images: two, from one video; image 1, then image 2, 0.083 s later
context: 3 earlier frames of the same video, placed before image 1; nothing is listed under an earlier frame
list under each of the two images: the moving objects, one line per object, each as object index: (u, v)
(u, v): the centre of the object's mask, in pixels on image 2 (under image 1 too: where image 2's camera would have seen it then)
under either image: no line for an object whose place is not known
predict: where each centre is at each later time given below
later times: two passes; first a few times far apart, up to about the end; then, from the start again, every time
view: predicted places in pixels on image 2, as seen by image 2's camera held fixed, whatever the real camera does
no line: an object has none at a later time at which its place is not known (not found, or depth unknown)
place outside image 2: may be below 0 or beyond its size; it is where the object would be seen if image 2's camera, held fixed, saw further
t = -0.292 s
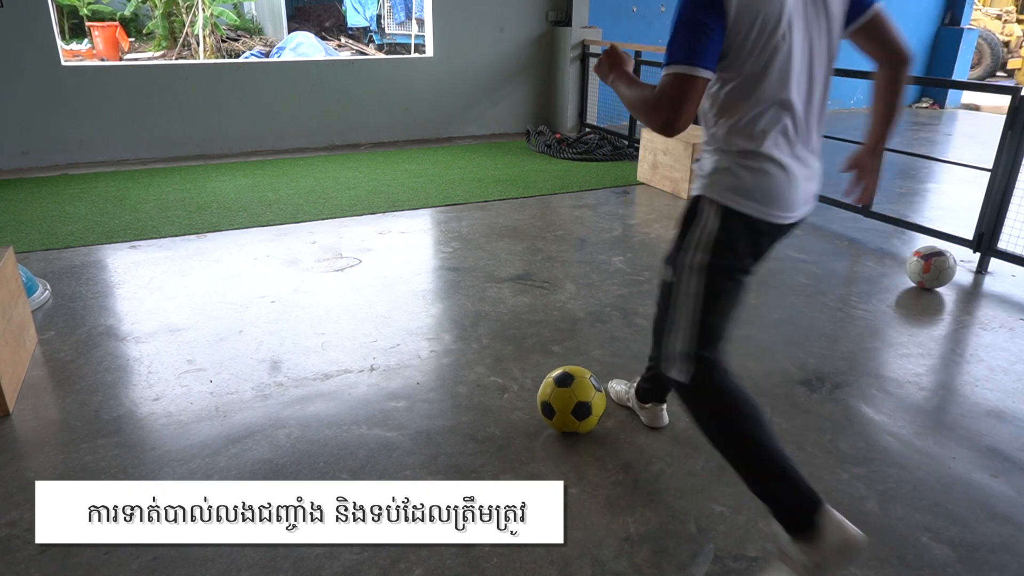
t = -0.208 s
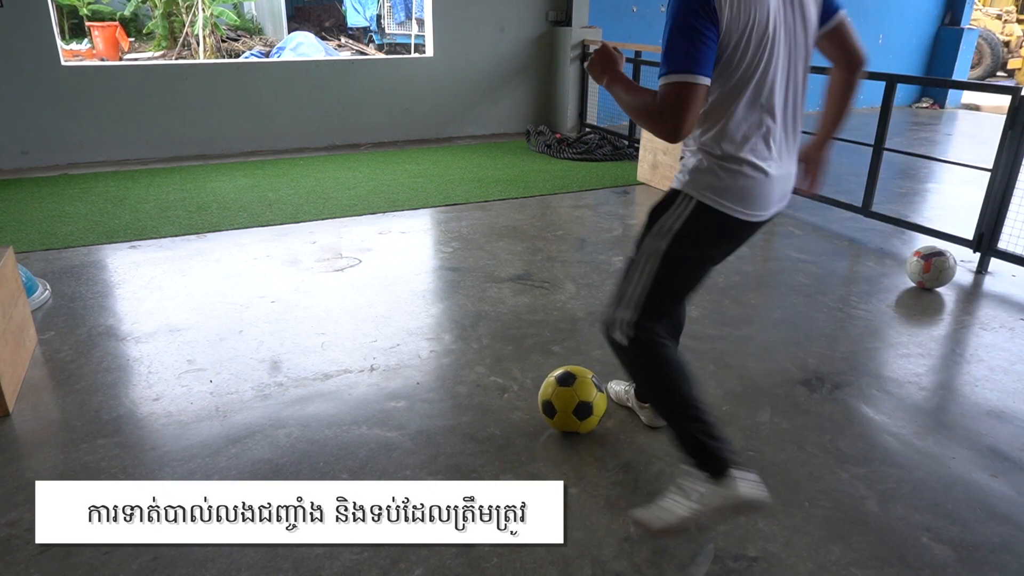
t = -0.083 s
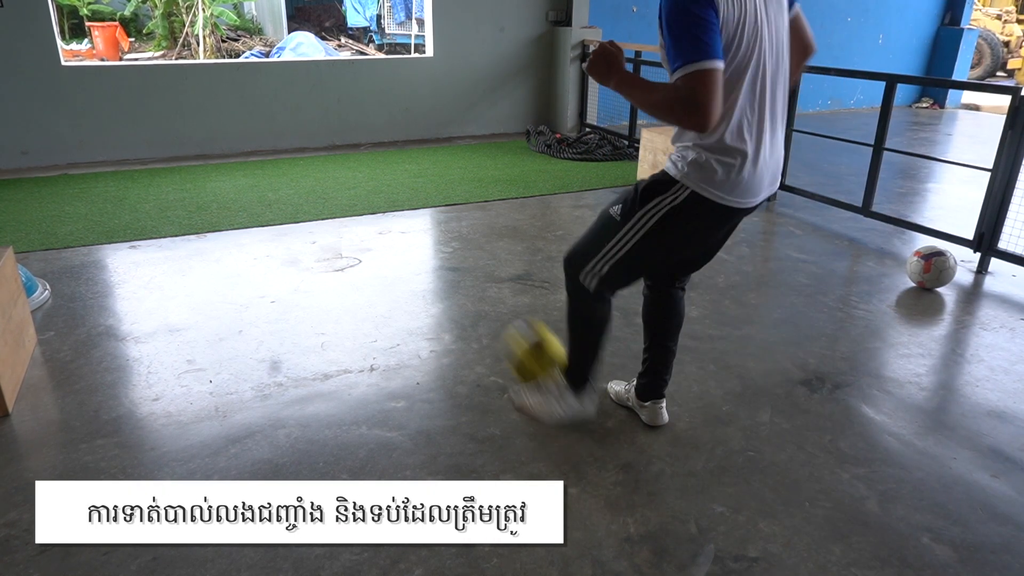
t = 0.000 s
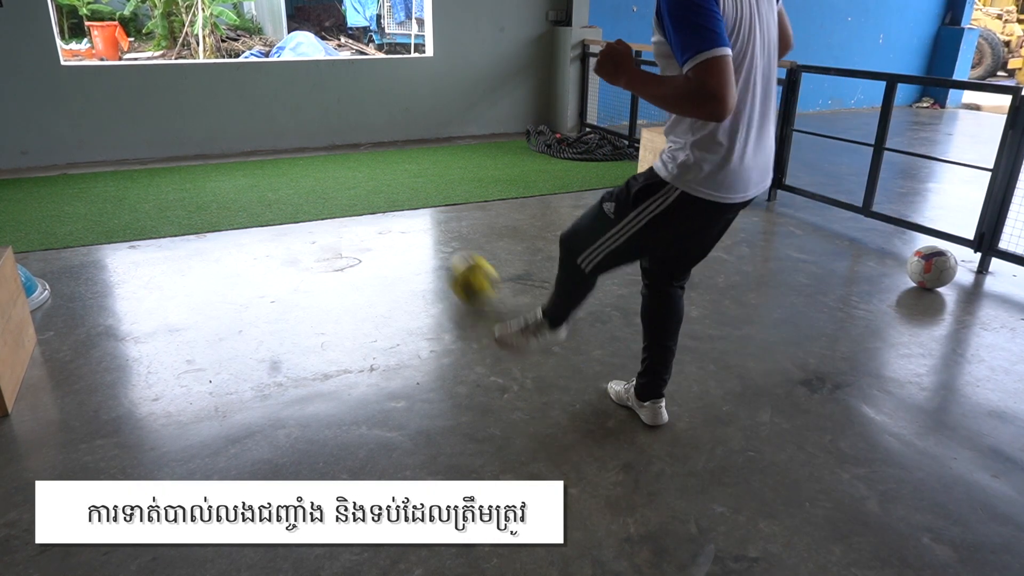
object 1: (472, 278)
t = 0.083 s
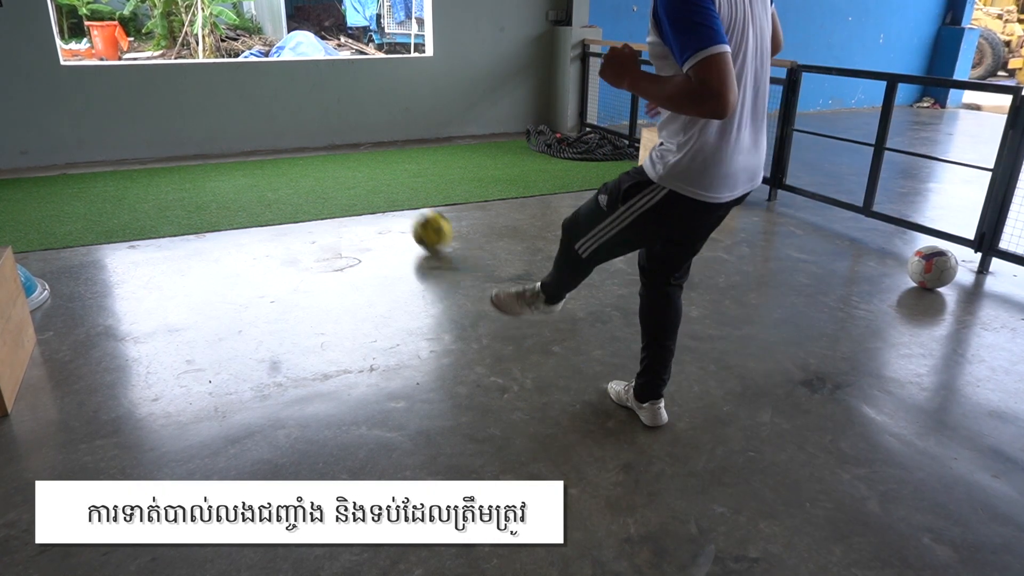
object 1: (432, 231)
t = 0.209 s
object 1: (393, 185)
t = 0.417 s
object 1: (359, 142)
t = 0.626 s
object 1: (372, 124)
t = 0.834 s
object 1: (416, 154)
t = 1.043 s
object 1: (459, 180)
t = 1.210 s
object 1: (490, 205)
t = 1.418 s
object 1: (529, 227)
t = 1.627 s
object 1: (573, 264)
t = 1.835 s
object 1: (628, 310)
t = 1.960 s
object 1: (671, 334)
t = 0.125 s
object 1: (416, 212)
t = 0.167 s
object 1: (404, 197)
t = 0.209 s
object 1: (393, 185)
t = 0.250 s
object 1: (384, 175)
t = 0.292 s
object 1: (376, 164)
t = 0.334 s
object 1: (370, 157)
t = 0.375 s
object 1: (364, 150)
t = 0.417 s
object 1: (359, 142)
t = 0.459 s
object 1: (354, 138)
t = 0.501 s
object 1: (353, 131)
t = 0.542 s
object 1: (359, 127)
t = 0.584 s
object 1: (366, 125)
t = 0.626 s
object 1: (372, 124)
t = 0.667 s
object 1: (380, 125)
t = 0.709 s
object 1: (388, 129)
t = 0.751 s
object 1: (397, 134)
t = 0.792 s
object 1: (406, 143)
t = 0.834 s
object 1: (416, 154)
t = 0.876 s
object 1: (427, 168)
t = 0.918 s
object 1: (439, 186)
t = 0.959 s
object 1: (445, 183)
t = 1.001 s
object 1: (452, 180)
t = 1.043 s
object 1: (459, 180)
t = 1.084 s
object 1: (466, 182)
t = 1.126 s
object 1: (473, 187)
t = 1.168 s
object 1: (481, 194)
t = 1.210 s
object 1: (490, 205)
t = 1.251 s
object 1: (498, 220)
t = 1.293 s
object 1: (506, 224)
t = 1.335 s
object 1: (513, 222)
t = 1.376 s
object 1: (521, 223)
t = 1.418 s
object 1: (529, 227)
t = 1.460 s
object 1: (537, 234)
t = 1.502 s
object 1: (546, 243)
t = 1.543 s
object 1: (554, 257)
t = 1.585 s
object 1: (563, 264)
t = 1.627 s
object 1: (573, 264)
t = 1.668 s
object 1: (584, 268)
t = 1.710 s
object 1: (594, 276)
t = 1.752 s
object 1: (605, 287)
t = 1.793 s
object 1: (615, 302)
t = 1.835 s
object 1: (628, 310)
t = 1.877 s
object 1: (642, 313)
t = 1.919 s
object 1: (656, 321)
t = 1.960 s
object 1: (671, 334)
